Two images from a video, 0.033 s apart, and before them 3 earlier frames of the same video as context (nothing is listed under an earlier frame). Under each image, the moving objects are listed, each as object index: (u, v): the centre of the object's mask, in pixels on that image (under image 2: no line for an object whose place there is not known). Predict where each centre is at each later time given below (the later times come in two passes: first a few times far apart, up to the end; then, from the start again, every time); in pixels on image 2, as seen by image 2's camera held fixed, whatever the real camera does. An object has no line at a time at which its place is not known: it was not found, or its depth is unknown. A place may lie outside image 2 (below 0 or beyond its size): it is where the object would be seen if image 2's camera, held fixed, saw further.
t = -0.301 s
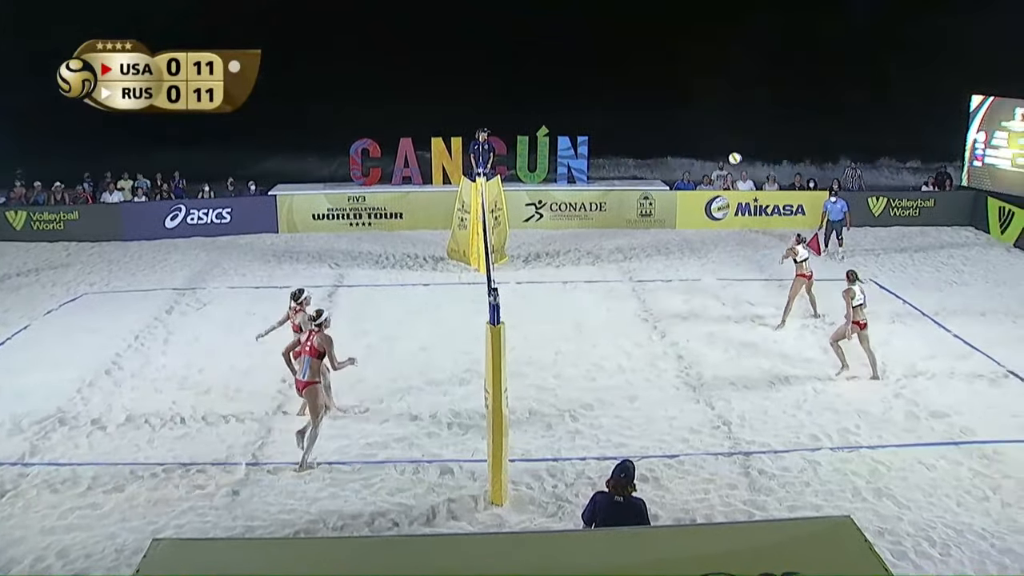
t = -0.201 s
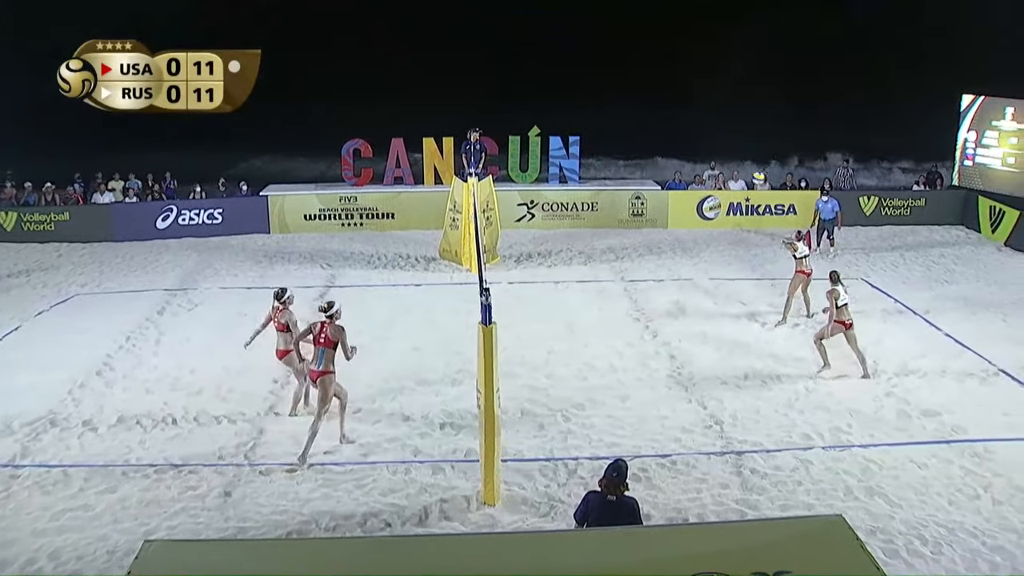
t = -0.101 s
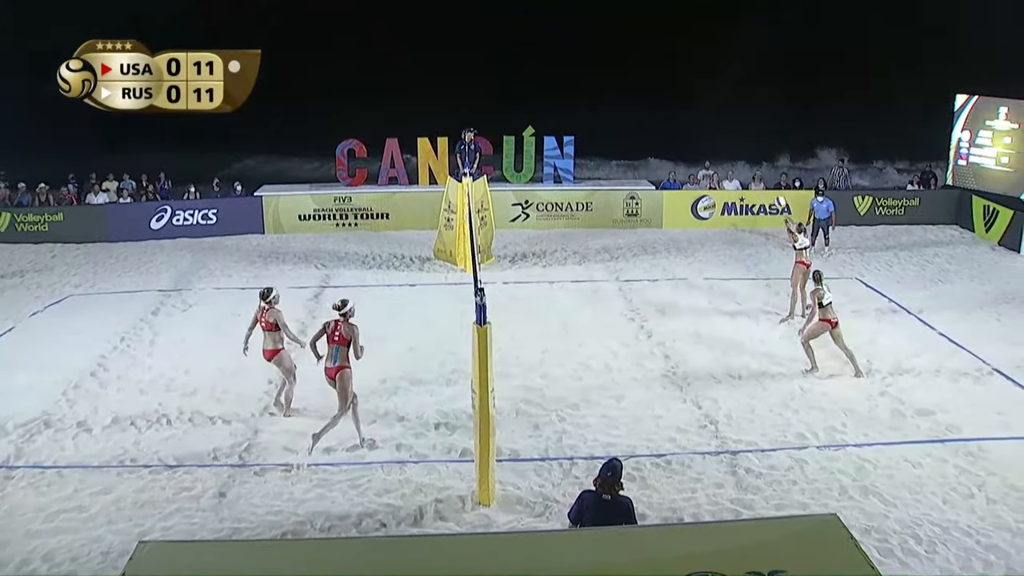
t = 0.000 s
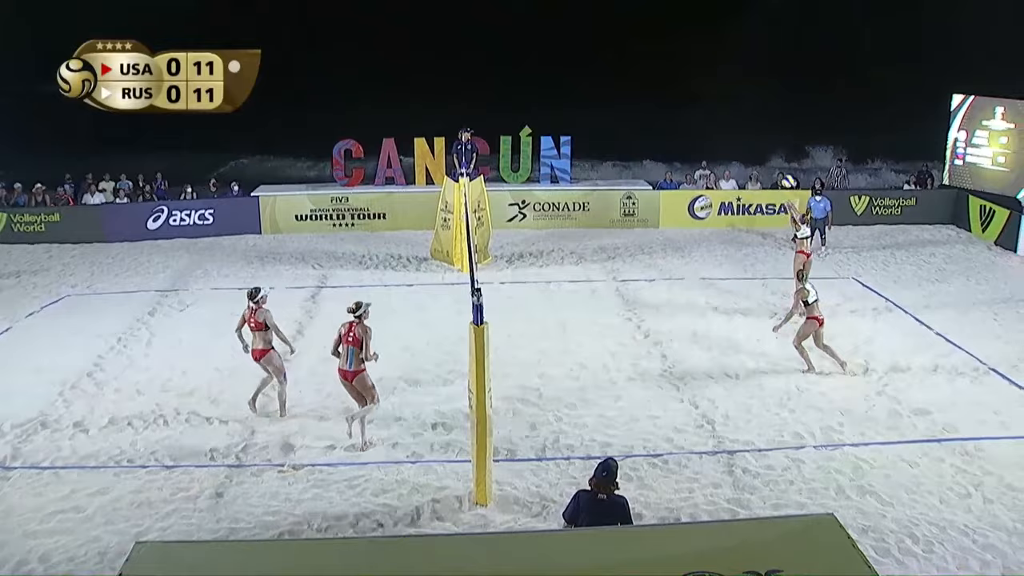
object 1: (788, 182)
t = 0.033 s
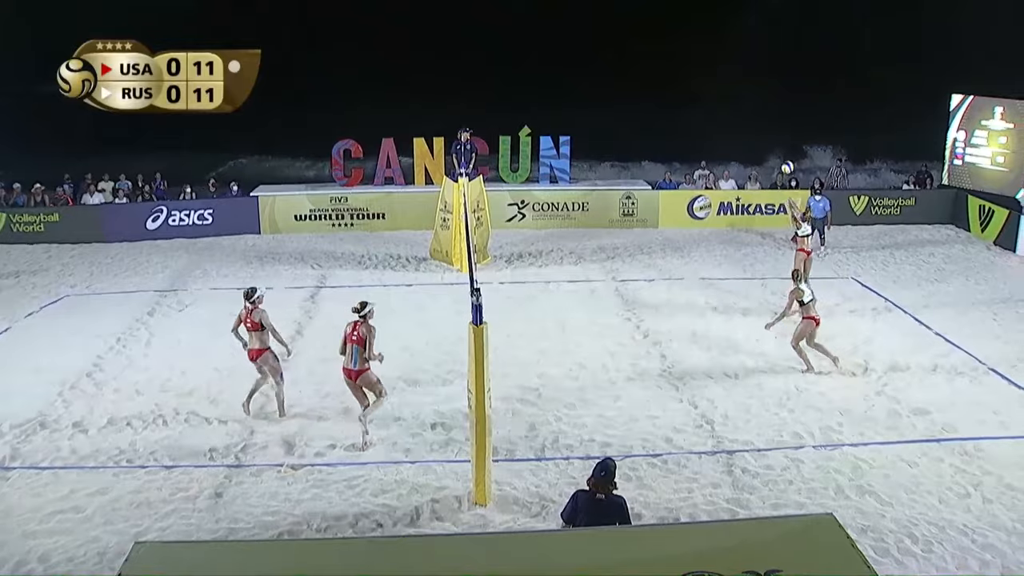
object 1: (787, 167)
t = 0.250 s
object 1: (789, 89)
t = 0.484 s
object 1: (788, 32)
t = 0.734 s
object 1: (786, 5)
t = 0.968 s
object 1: (784, 14)
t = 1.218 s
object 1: (781, 60)
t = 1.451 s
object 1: (778, 136)
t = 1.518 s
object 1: (777, 164)
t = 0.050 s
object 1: (787, 160)
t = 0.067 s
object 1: (788, 154)
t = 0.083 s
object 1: (788, 147)
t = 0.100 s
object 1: (788, 141)
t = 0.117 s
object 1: (788, 135)
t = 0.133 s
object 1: (788, 128)
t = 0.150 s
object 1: (788, 122)
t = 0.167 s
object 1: (788, 116)
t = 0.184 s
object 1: (789, 110)
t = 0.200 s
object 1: (789, 104)
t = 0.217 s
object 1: (789, 99)
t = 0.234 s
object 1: (789, 94)
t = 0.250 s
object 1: (789, 89)
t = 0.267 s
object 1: (789, 84)
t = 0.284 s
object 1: (788, 79)
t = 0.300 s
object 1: (788, 74)
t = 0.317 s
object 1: (788, 70)
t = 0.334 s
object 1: (789, 65)
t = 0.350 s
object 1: (789, 61)
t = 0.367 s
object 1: (788, 57)
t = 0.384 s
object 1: (788, 53)
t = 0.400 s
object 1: (789, 49)
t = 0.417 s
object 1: (789, 45)
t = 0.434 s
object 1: (789, 41)
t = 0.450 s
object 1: (789, 38)
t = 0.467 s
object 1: (788, 35)
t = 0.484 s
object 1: (788, 32)
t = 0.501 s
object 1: (788, 29)
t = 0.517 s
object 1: (788, 26)
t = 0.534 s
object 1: (788, 23)
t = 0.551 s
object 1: (788, 21)
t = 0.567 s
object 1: (787, 19)
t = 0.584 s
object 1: (787, 16)
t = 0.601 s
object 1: (787, 15)
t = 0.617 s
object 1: (787, 13)
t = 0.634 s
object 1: (787, 11)
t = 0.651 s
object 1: (787, 10)
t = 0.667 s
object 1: (787, 9)
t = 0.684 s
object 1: (786, 8)
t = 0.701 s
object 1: (786, 7)
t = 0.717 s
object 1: (786, 6)
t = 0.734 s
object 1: (786, 5)
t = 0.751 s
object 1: (786, 5)
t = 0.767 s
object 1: (786, 5)
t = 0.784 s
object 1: (786, 5)
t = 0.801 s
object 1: (786, 5)
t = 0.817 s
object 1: (786, 5)
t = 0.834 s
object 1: (786, 5)
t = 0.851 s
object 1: (786, 5)
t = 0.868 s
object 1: (785, 6)
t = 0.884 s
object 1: (785, 7)
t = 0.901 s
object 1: (785, 8)
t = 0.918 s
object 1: (785, 9)
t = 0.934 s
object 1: (785, 10)
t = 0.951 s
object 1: (785, 12)
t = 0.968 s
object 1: (784, 14)
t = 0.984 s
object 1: (785, 16)
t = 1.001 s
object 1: (784, 18)
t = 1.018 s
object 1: (784, 20)
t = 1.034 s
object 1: (784, 23)
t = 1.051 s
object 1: (784, 25)
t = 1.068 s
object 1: (784, 28)
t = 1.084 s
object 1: (783, 31)
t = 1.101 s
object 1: (783, 34)
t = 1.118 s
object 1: (783, 37)
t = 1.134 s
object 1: (783, 41)
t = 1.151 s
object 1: (782, 44)
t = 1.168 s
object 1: (782, 48)
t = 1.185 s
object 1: (782, 52)
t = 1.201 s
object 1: (781, 56)
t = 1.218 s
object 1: (781, 60)
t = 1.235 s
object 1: (781, 65)
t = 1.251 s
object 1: (781, 69)
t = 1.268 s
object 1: (780, 74)
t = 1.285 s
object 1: (780, 79)
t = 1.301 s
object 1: (780, 83)
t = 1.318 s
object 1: (780, 89)
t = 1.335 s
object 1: (780, 94)
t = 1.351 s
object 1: (779, 100)
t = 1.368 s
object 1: (779, 106)
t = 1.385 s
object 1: (779, 111)
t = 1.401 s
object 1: (779, 117)
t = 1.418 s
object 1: (778, 124)
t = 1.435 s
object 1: (778, 130)
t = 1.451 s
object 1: (778, 136)
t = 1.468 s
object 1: (777, 143)
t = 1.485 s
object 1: (777, 150)
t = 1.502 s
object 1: (777, 157)
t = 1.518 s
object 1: (777, 164)
